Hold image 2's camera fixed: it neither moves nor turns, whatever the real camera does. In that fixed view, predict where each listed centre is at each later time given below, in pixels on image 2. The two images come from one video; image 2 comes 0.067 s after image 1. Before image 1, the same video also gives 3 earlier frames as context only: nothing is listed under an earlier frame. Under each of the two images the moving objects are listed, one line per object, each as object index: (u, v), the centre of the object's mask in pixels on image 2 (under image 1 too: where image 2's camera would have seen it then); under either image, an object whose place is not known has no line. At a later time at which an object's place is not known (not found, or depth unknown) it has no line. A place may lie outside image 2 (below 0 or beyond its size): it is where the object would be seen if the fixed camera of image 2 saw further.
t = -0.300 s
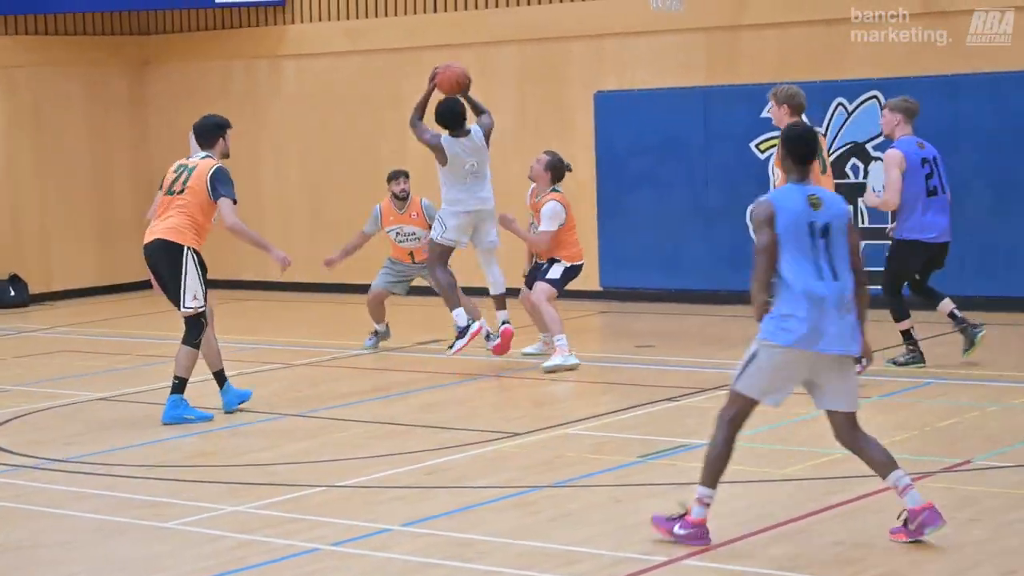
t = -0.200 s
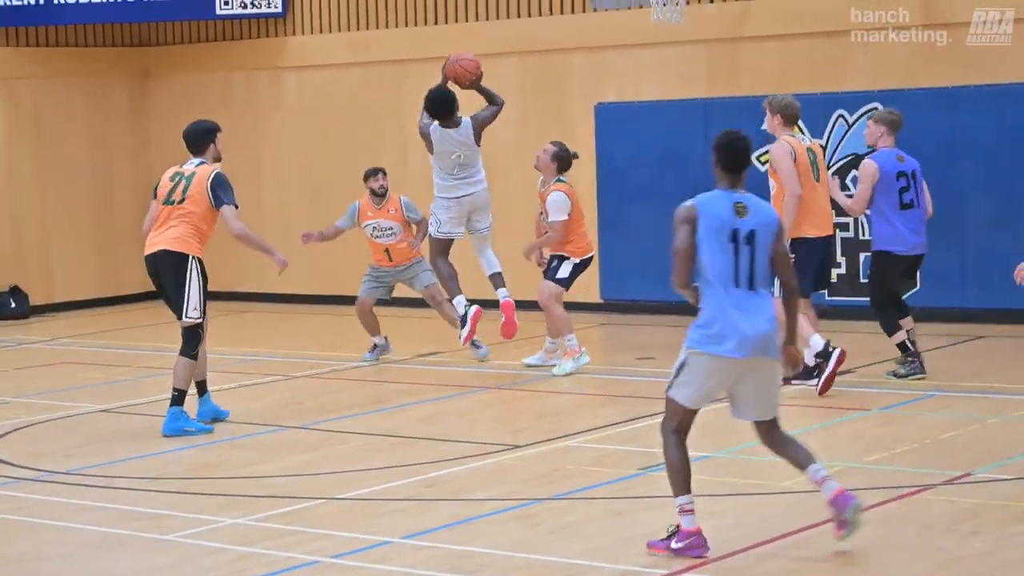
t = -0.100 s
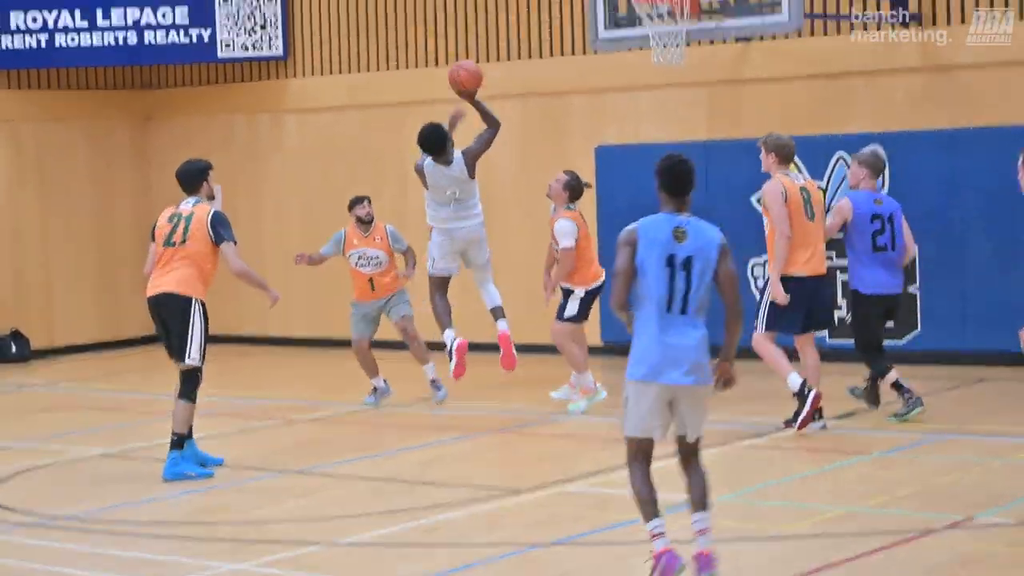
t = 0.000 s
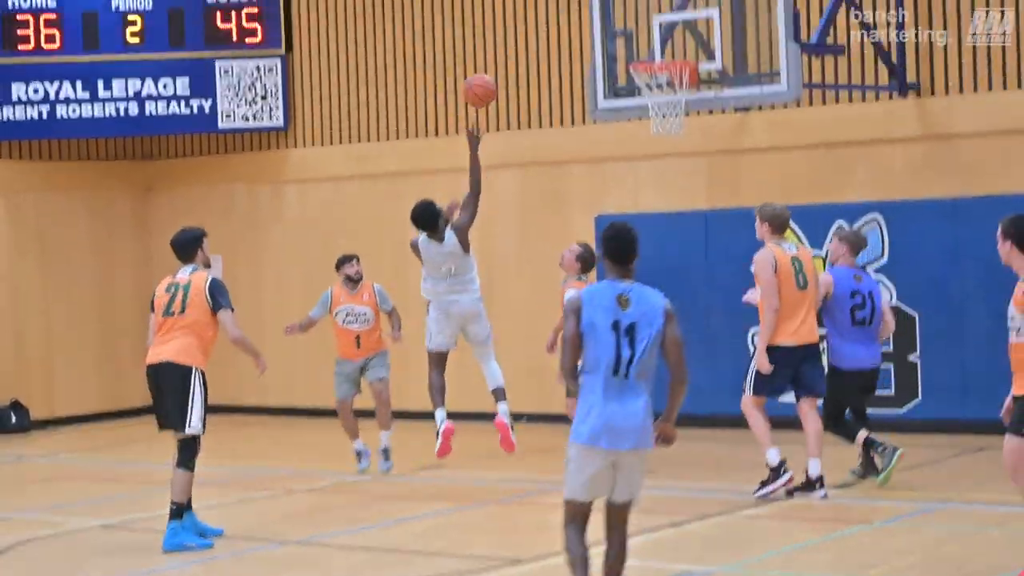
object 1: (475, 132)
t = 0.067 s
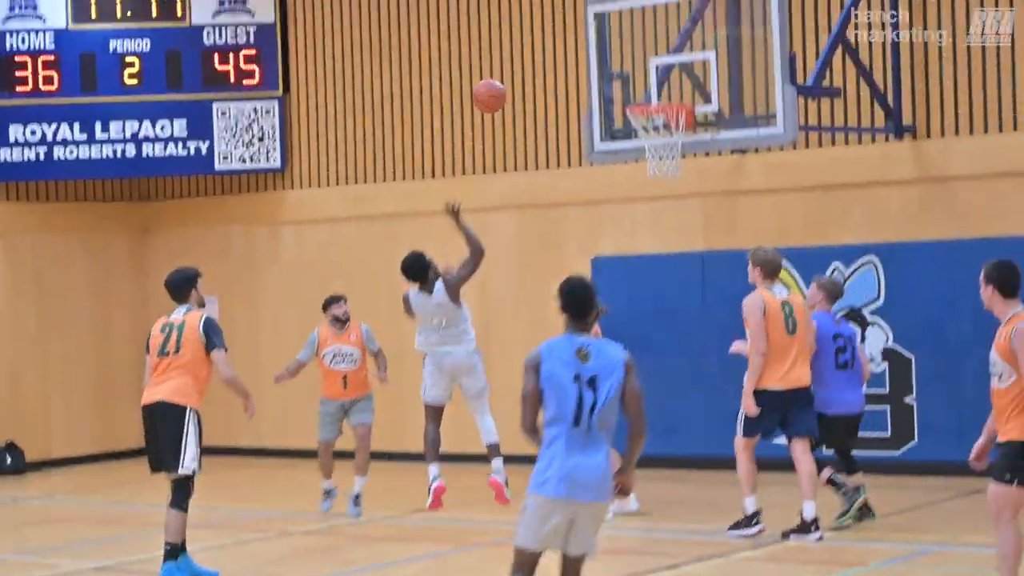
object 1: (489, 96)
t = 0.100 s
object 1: (497, 80)
